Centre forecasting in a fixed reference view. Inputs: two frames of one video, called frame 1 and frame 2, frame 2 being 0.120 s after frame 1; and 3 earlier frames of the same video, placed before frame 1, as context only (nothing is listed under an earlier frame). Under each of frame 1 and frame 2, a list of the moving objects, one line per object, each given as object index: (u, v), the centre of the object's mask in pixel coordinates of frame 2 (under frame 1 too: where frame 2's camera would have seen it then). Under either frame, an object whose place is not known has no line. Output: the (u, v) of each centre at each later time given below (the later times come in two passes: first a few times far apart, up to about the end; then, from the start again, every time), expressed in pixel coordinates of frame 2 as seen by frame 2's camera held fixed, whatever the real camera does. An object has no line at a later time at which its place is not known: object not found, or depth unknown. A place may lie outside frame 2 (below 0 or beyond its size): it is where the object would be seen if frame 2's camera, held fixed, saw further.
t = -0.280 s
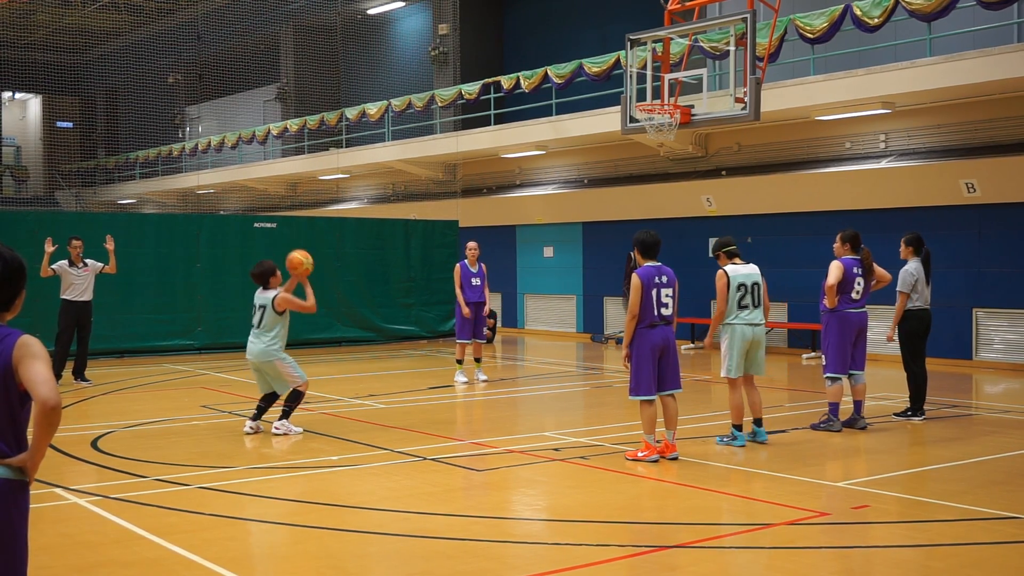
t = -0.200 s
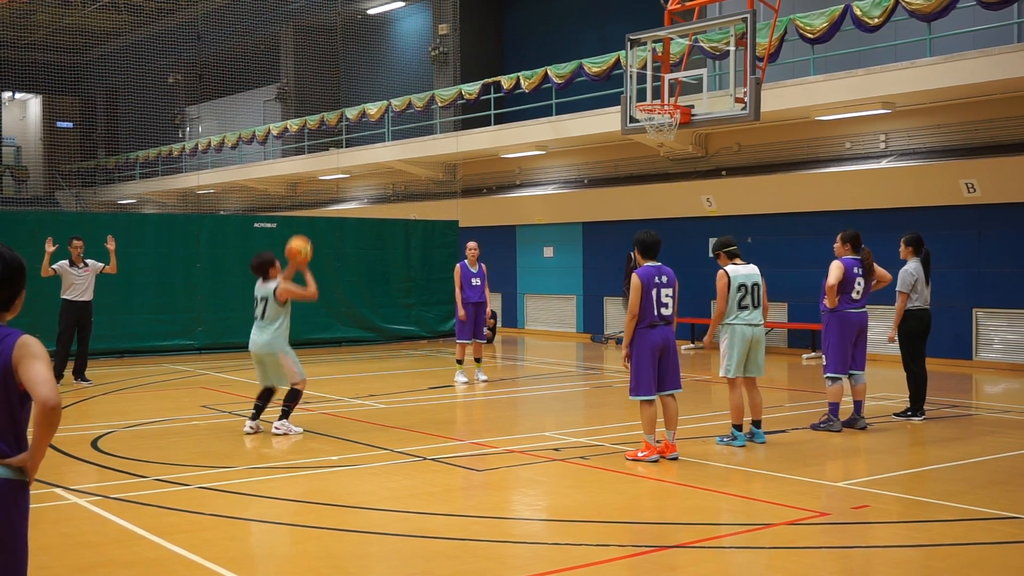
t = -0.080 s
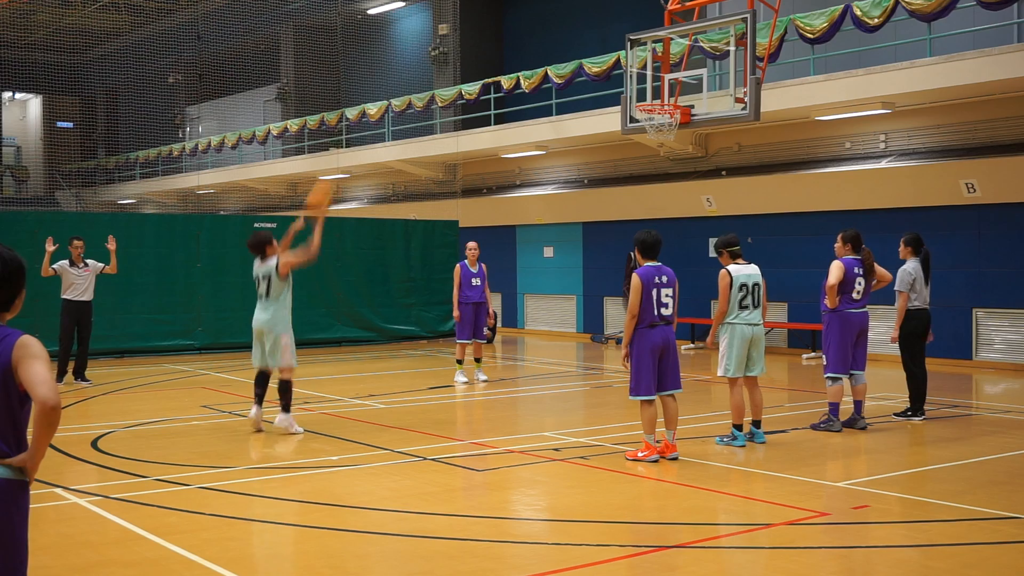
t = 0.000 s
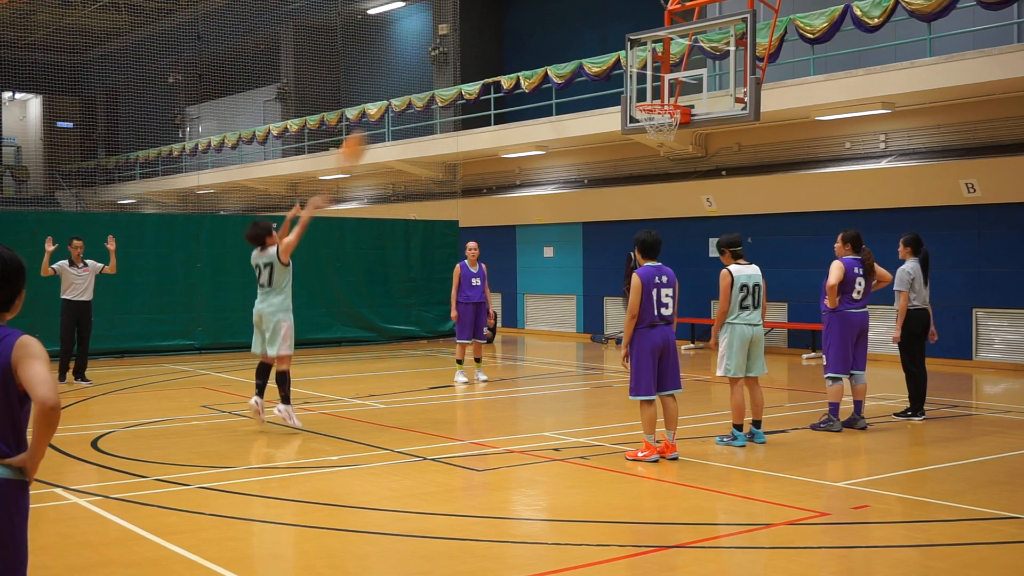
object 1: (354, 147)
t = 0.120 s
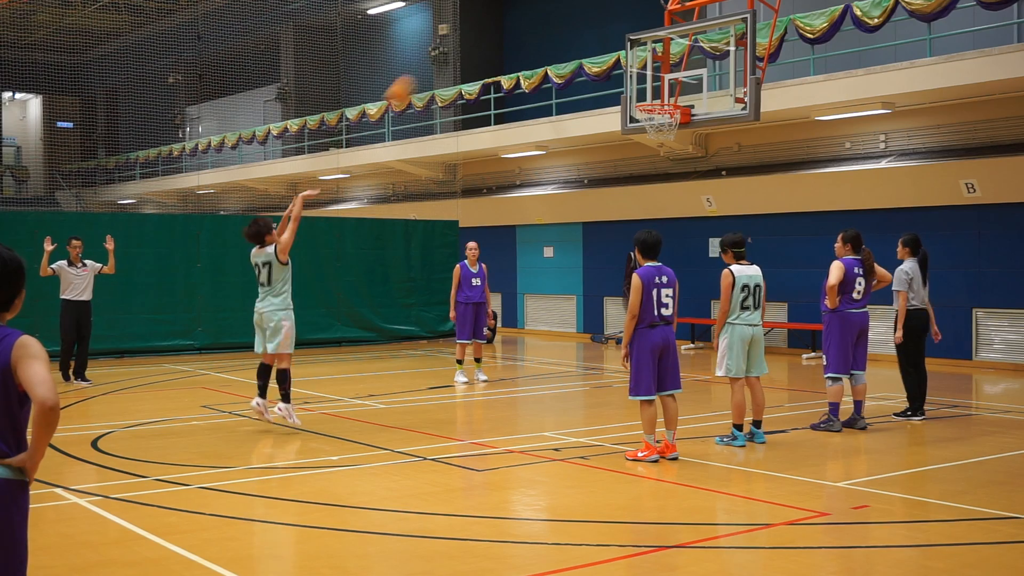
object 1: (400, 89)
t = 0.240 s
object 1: (446, 53)
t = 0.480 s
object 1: (530, 22)
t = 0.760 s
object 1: (617, 56)
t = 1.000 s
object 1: (671, 135)
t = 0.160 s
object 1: (415, 78)
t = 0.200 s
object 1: (431, 64)
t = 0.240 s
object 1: (446, 53)
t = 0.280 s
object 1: (461, 44)
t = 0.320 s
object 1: (475, 37)
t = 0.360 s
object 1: (489, 31)
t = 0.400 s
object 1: (503, 26)
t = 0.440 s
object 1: (517, 23)
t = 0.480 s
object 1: (530, 22)
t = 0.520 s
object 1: (543, 23)
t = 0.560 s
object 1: (556, 25)
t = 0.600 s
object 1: (569, 29)
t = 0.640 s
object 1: (582, 34)
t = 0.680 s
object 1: (594, 40)
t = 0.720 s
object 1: (605, 46)
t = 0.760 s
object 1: (617, 56)
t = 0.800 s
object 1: (631, 69)
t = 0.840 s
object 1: (642, 80)
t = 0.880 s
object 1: (652, 92)
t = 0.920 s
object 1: (664, 109)
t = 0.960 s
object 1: (672, 124)
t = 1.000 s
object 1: (671, 135)
